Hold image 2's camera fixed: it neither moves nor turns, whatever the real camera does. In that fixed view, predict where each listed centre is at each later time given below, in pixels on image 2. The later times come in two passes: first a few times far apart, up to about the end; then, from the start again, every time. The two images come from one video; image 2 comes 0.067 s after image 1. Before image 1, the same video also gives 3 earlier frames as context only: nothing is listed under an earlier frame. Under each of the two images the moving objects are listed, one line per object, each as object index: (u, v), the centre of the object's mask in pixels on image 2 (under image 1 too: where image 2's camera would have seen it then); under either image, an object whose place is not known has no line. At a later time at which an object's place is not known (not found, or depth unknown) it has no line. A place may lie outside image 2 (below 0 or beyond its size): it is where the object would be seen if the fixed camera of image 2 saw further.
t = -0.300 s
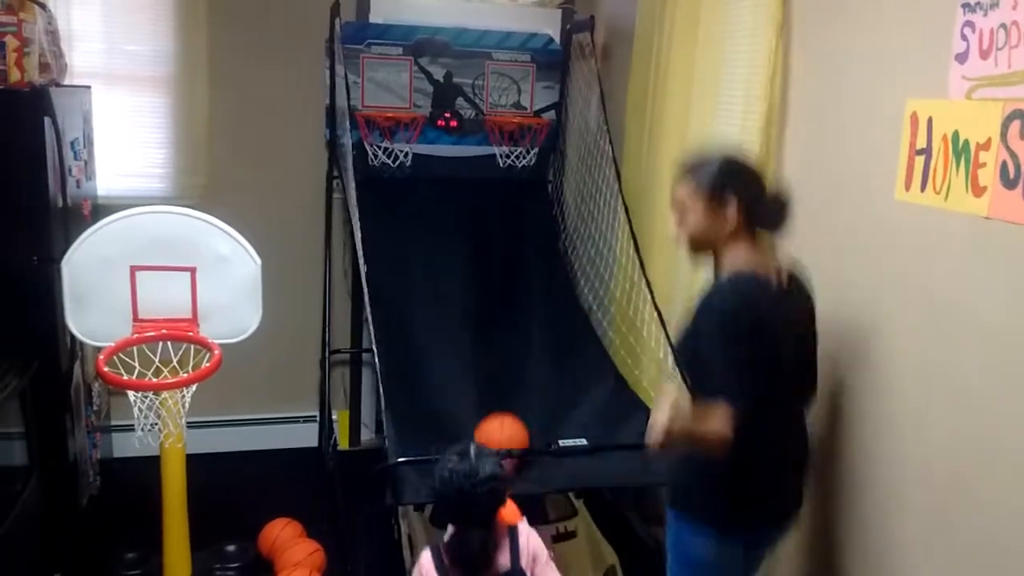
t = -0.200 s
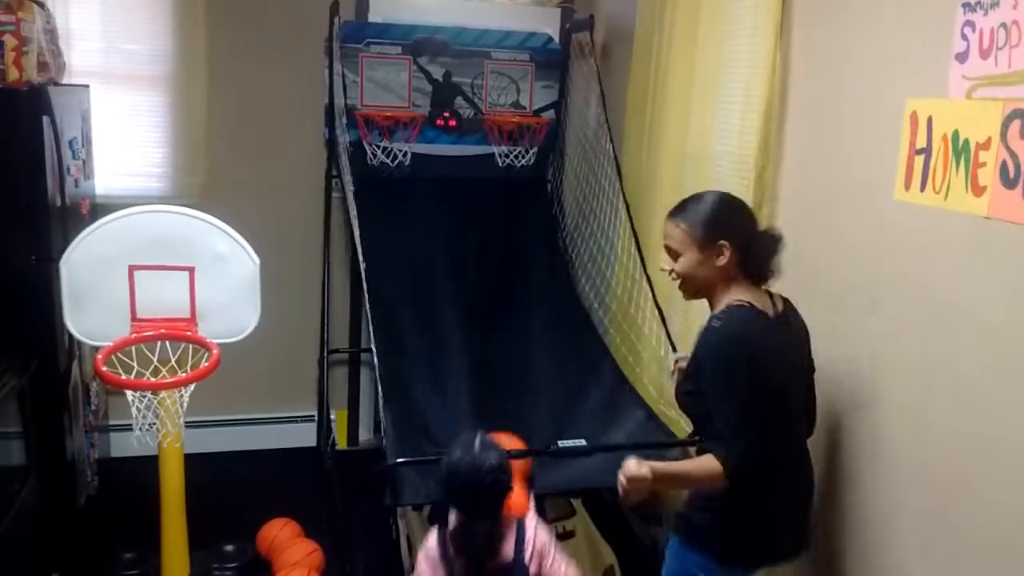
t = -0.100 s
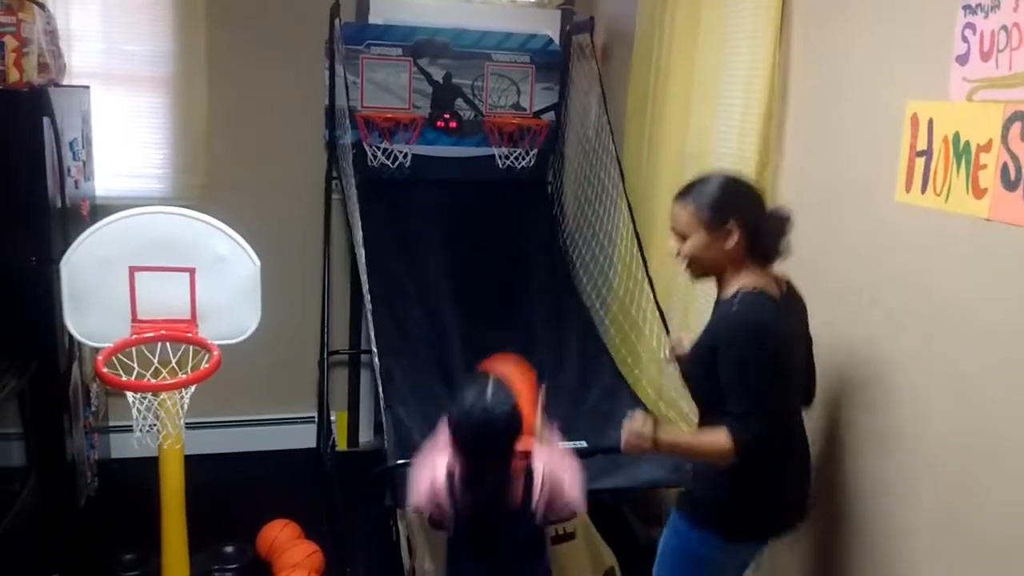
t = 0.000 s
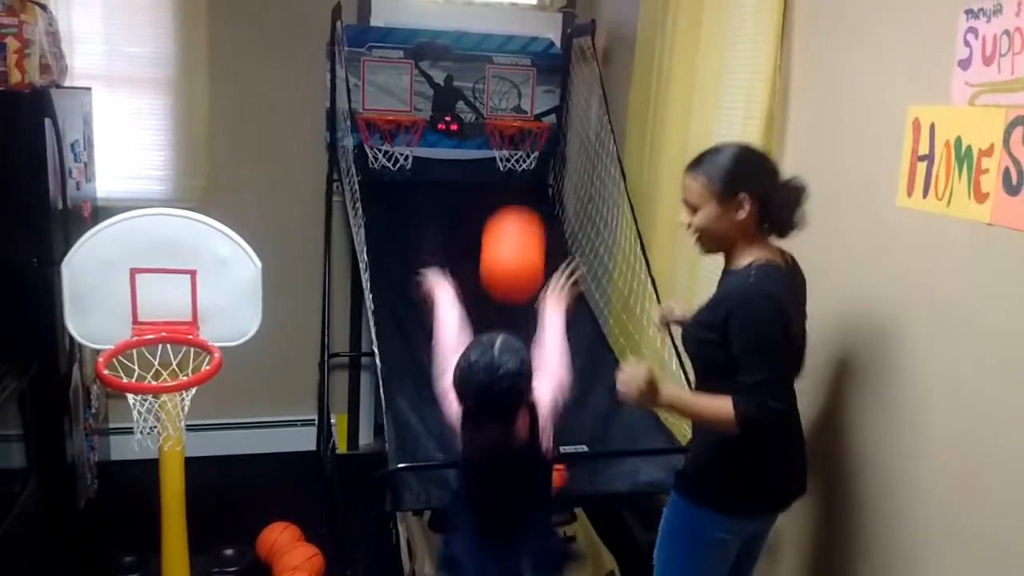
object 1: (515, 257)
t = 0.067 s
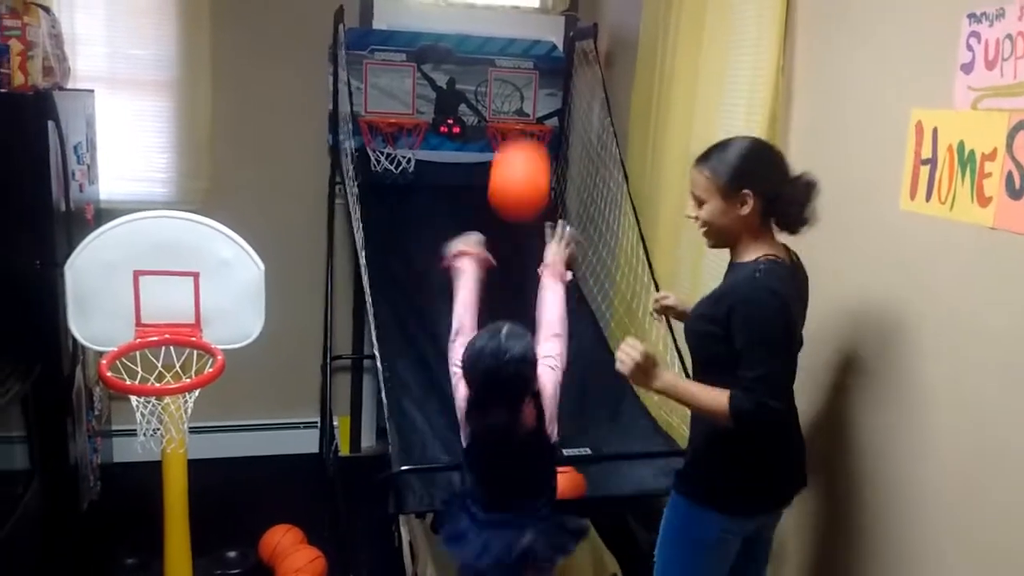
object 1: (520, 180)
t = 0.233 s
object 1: (527, 70)
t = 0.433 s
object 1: (528, 70)
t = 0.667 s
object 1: (528, 183)
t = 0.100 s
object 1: (522, 149)
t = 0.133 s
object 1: (523, 121)
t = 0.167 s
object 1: (525, 99)
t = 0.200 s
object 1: (526, 80)
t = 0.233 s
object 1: (527, 70)
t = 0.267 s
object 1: (528, 62)
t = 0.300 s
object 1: (528, 58)
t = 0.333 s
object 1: (529, 58)
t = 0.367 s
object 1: (529, 59)
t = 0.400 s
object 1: (529, 63)
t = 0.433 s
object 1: (528, 70)
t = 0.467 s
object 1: (528, 79)
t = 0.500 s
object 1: (528, 92)
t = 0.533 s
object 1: (526, 107)
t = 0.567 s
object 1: (527, 127)
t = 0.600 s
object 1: (527, 140)
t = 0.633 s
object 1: (527, 161)
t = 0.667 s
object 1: (528, 183)
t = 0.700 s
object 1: (528, 205)
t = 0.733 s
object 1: (528, 232)
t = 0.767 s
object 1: (528, 261)
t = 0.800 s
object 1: (526, 288)
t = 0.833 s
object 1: (526, 308)
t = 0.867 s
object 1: (528, 325)
